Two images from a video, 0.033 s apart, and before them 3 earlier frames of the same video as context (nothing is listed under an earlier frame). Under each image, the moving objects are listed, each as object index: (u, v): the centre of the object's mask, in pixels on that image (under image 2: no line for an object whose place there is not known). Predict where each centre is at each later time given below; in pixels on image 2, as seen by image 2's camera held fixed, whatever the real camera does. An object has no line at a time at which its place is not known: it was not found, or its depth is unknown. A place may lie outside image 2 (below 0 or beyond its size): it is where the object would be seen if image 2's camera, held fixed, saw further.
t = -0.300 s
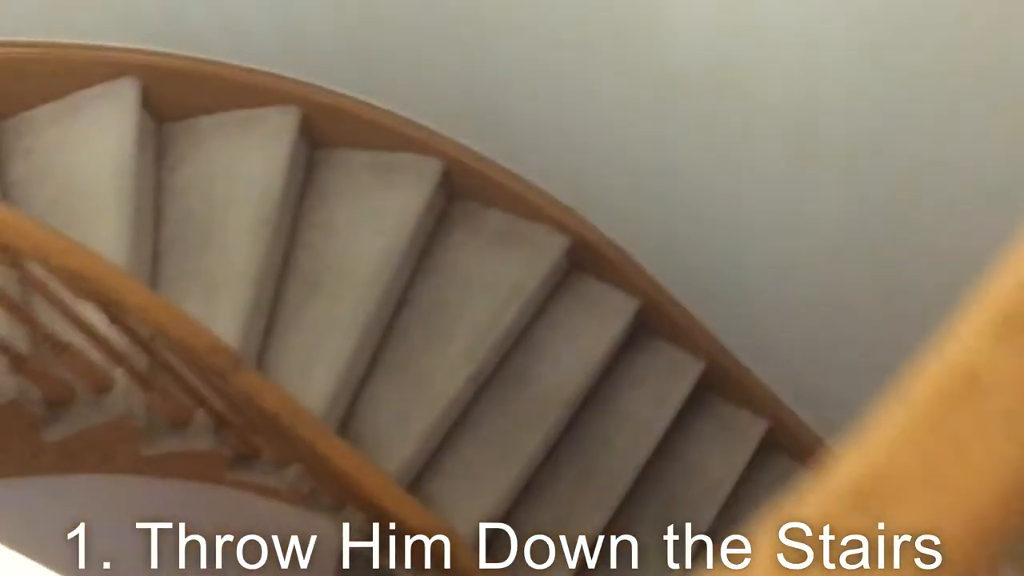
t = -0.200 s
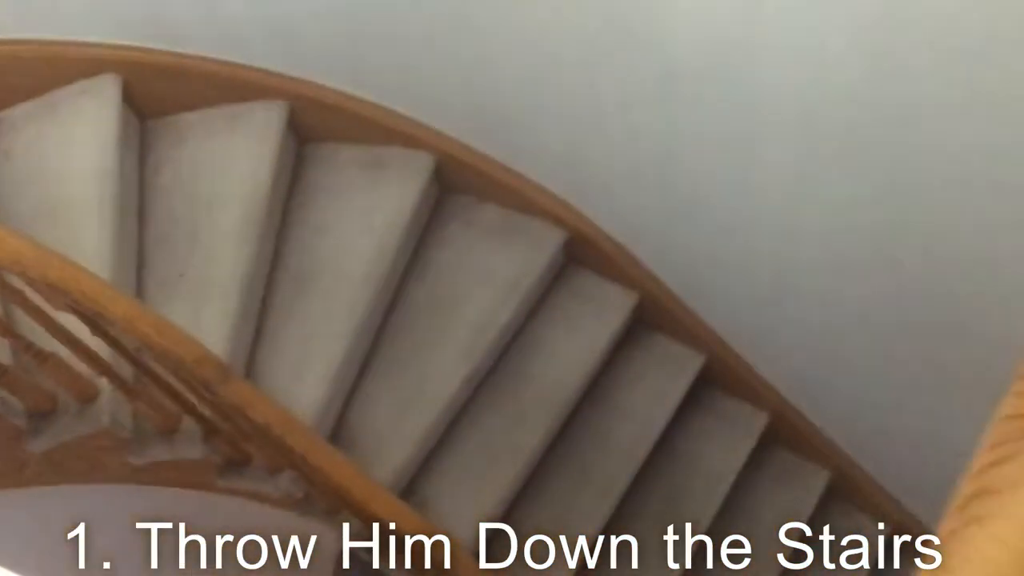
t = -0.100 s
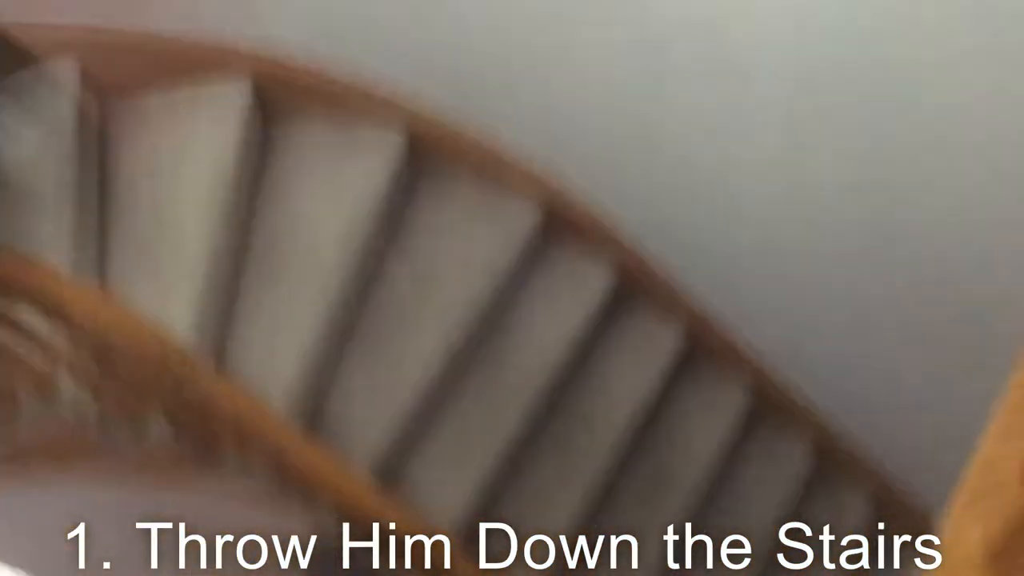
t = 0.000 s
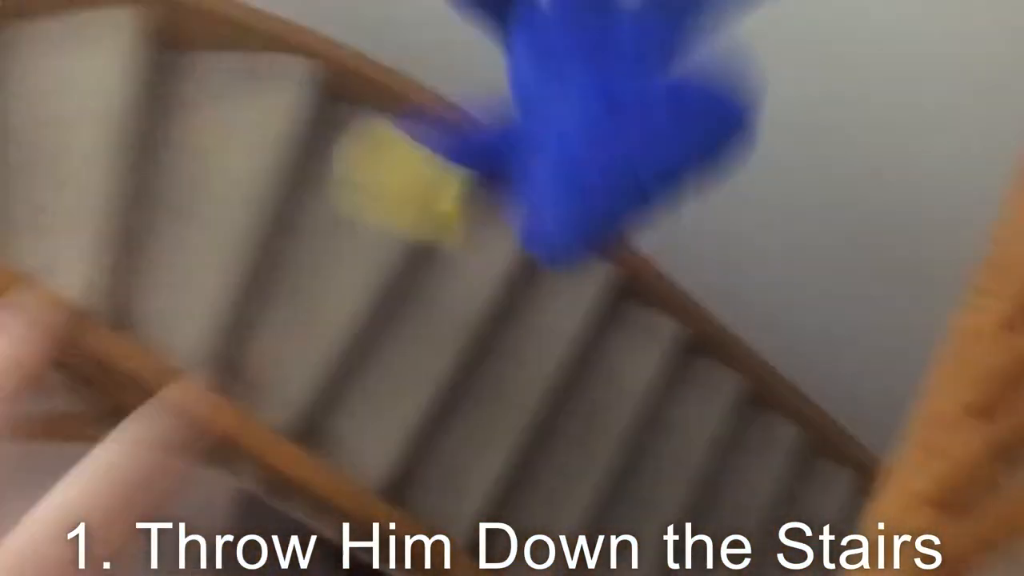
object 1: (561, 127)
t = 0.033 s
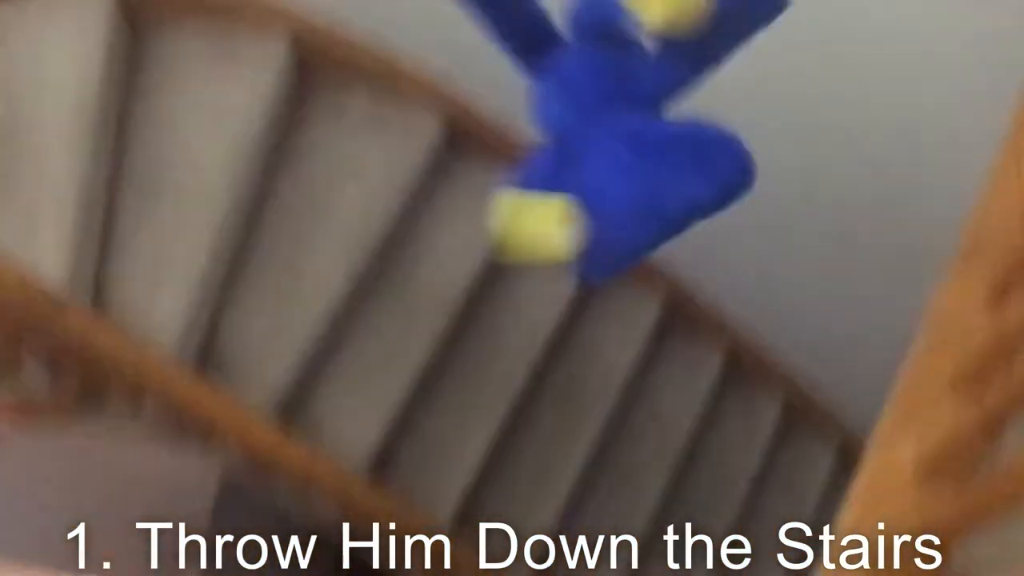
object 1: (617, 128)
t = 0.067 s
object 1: (642, 122)
